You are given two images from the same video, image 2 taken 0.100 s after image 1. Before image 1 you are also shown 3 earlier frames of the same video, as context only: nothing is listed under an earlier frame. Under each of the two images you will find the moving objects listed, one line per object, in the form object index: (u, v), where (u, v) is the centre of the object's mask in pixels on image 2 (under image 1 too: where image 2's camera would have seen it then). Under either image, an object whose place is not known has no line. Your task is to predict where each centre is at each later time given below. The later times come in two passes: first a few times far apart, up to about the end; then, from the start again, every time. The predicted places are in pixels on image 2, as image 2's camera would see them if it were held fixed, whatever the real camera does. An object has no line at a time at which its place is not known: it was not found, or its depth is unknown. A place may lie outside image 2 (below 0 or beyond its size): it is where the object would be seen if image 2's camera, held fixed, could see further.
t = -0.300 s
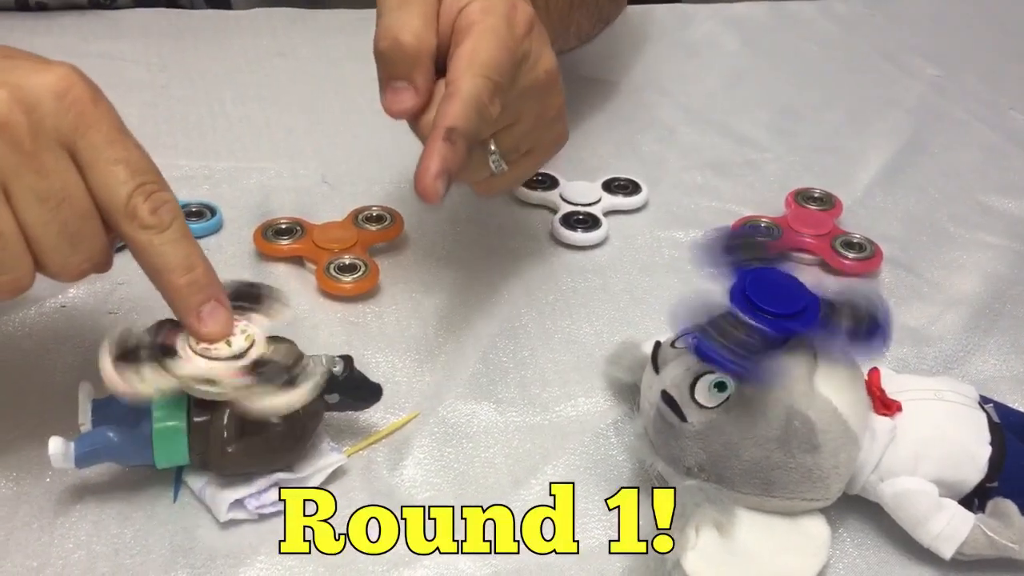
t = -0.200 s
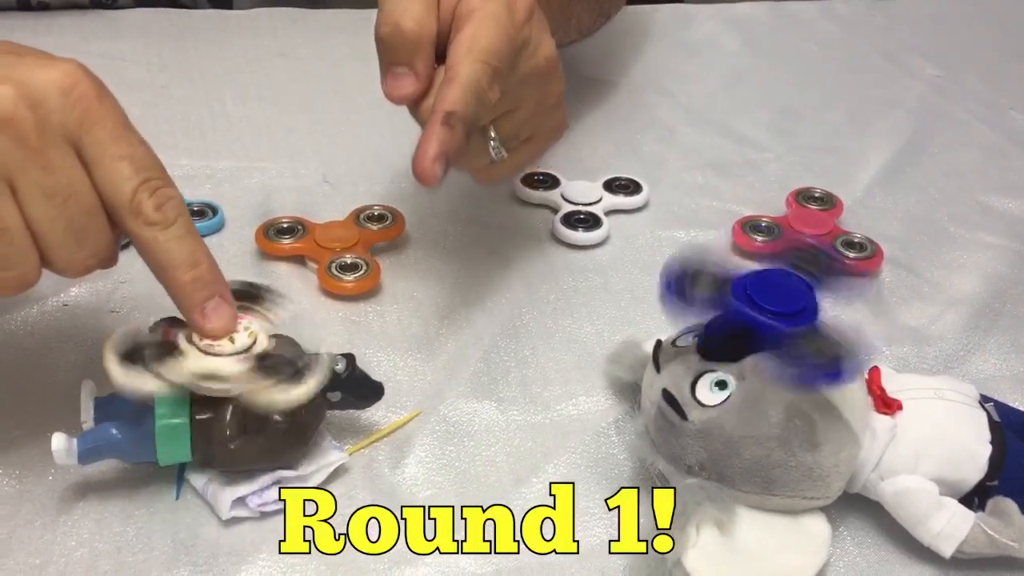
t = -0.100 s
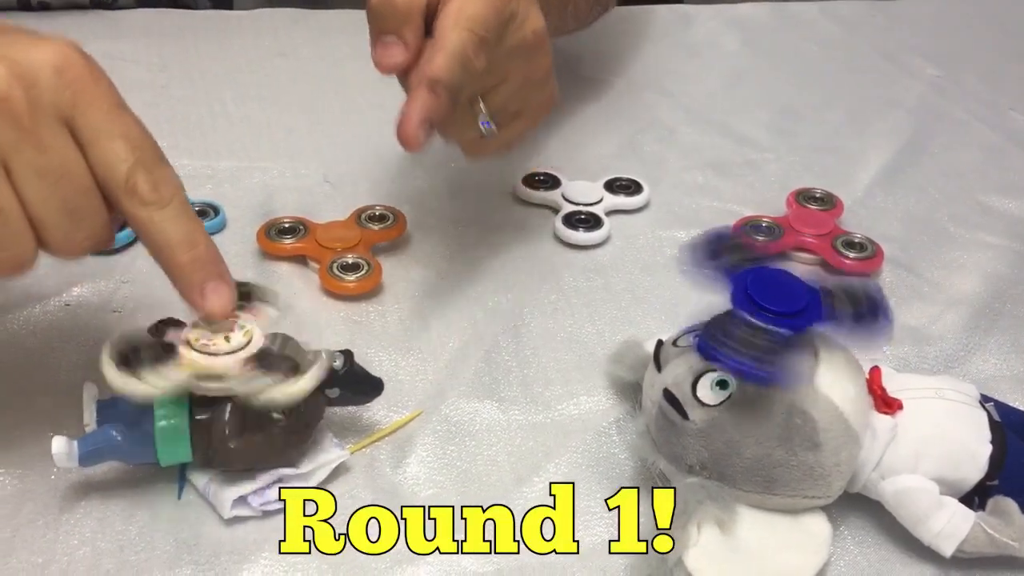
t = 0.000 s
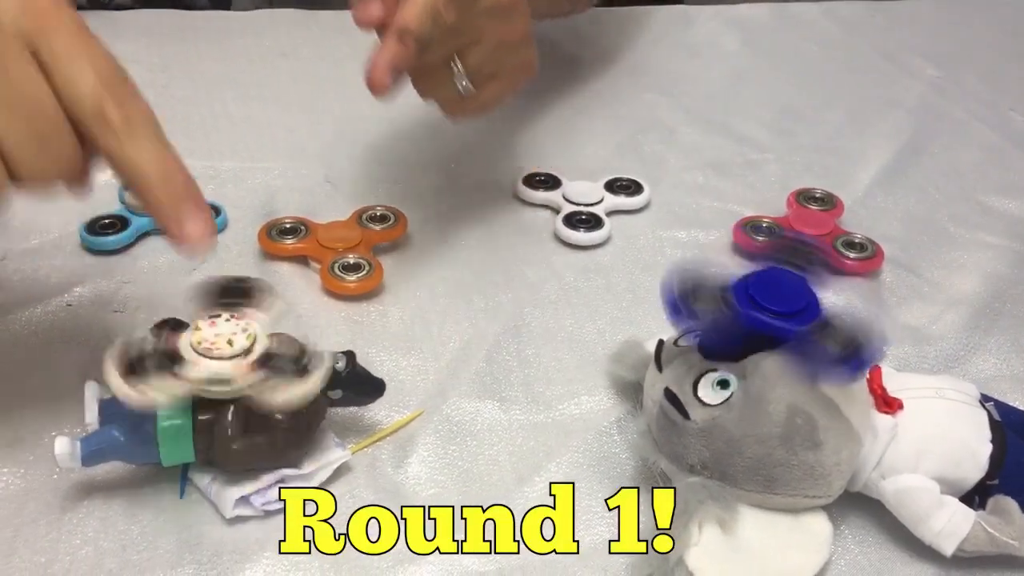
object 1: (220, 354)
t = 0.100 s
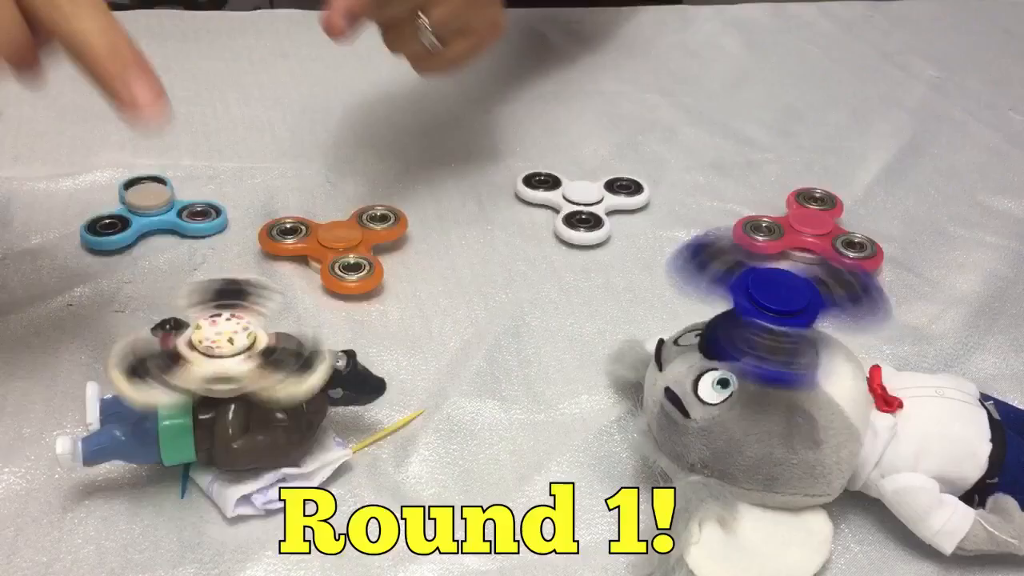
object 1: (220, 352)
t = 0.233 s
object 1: (228, 354)
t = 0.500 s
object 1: (220, 355)
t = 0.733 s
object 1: (222, 352)
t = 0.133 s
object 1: (221, 353)
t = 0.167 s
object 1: (225, 353)
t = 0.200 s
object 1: (221, 354)
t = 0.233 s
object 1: (228, 354)
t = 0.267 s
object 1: (225, 353)
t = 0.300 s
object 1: (220, 354)
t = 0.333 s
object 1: (225, 354)
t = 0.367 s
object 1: (225, 352)
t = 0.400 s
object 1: (221, 354)
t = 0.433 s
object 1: (225, 353)
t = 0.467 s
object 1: (225, 353)
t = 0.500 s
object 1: (220, 355)
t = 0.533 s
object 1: (221, 355)
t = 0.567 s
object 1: (222, 353)
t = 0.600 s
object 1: (221, 353)
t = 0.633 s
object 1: (224, 353)
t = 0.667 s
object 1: (226, 353)
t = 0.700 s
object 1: (224, 353)
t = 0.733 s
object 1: (222, 352)
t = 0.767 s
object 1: (226, 354)
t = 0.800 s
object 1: (224, 356)
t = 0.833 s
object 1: (220, 355)
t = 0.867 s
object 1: (225, 355)
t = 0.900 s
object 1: (225, 354)
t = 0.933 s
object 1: (220, 354)
